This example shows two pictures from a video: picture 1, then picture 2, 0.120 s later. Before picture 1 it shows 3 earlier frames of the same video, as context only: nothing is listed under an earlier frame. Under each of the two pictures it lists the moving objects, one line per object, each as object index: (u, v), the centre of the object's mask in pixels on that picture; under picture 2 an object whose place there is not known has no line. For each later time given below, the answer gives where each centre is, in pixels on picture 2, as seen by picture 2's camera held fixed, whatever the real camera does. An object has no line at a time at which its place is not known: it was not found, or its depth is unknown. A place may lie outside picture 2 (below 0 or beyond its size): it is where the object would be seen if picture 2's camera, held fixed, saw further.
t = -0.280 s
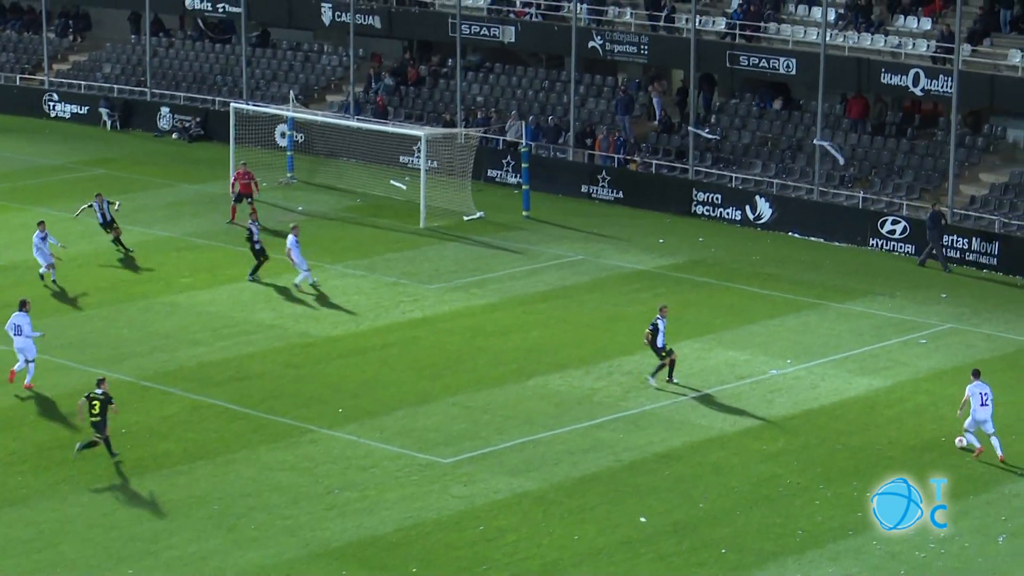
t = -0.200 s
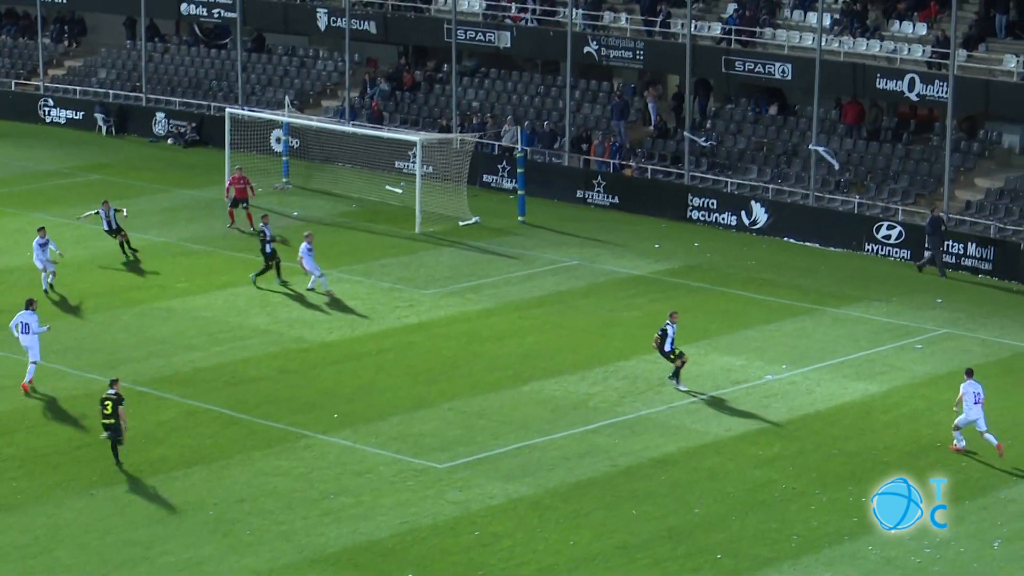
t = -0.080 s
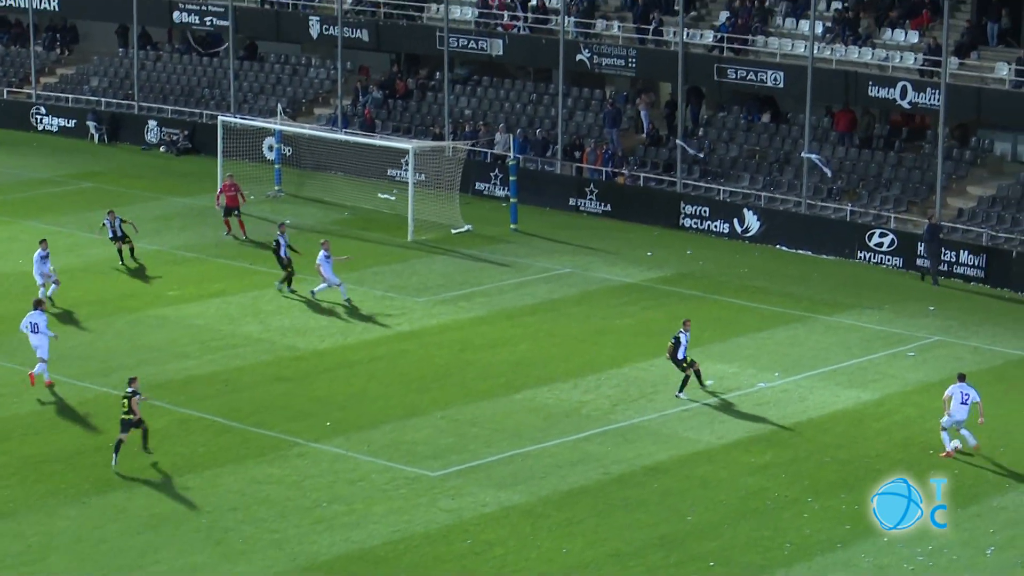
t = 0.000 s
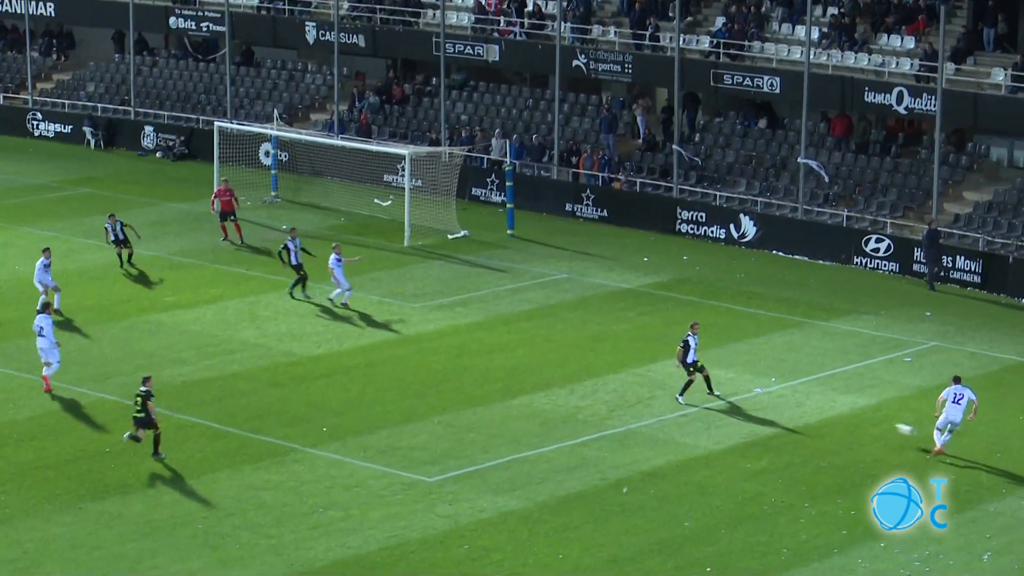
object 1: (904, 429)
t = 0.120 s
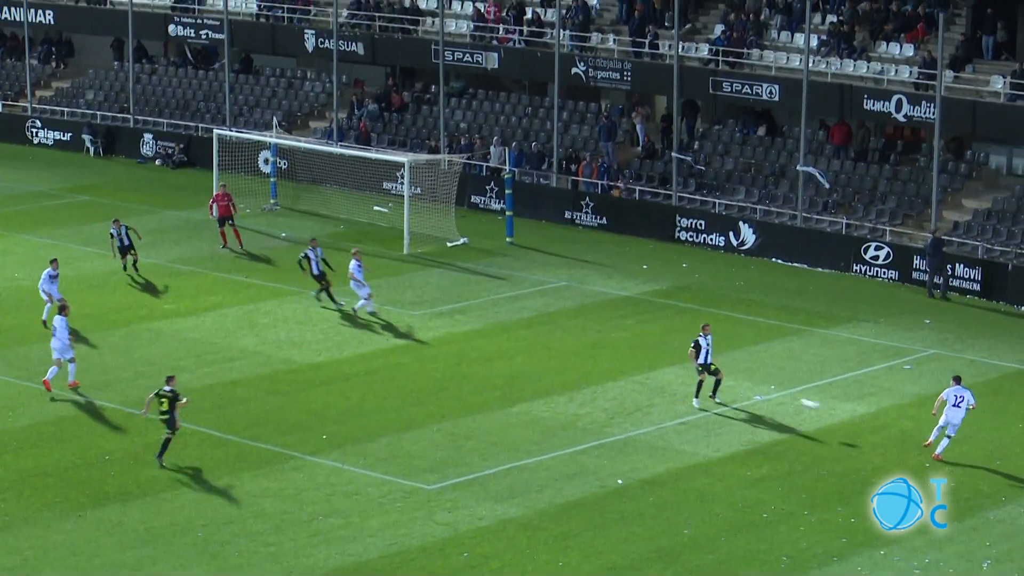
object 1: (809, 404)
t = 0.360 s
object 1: (637, 360)
